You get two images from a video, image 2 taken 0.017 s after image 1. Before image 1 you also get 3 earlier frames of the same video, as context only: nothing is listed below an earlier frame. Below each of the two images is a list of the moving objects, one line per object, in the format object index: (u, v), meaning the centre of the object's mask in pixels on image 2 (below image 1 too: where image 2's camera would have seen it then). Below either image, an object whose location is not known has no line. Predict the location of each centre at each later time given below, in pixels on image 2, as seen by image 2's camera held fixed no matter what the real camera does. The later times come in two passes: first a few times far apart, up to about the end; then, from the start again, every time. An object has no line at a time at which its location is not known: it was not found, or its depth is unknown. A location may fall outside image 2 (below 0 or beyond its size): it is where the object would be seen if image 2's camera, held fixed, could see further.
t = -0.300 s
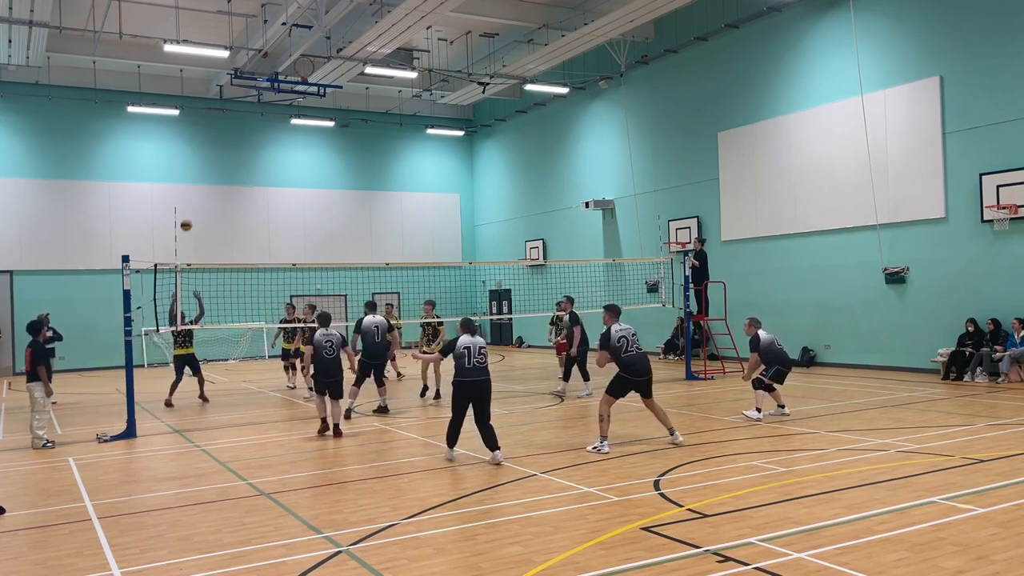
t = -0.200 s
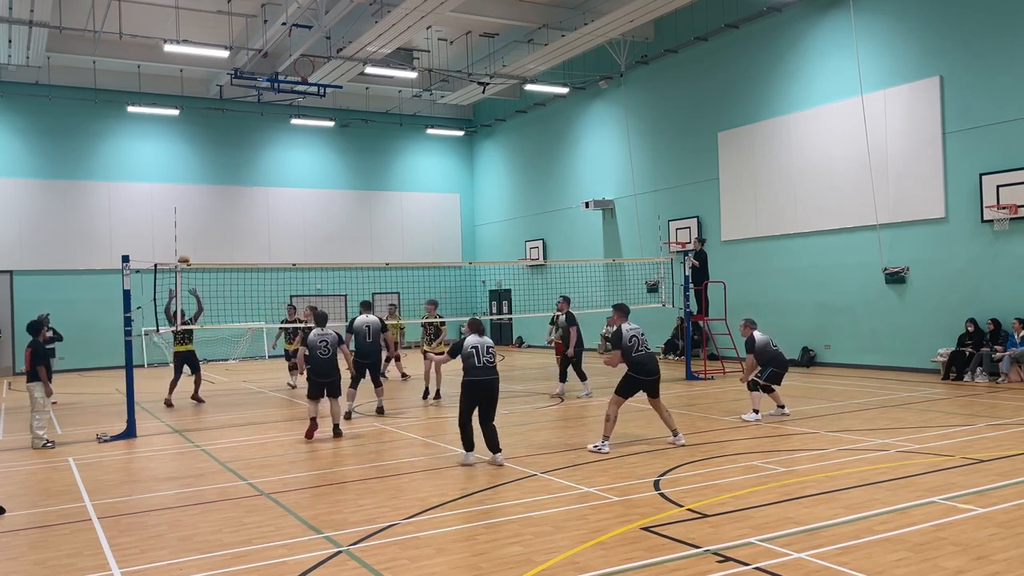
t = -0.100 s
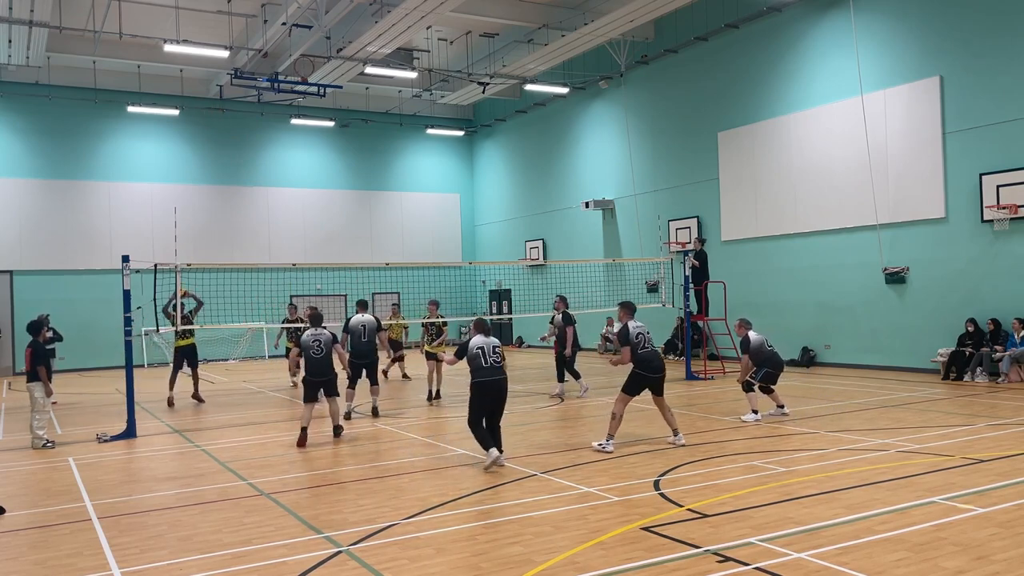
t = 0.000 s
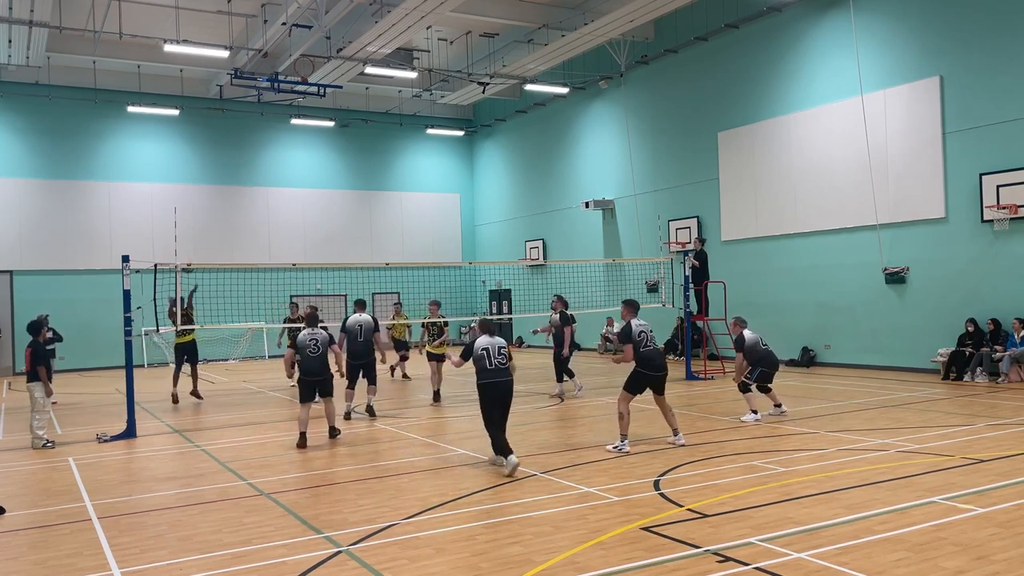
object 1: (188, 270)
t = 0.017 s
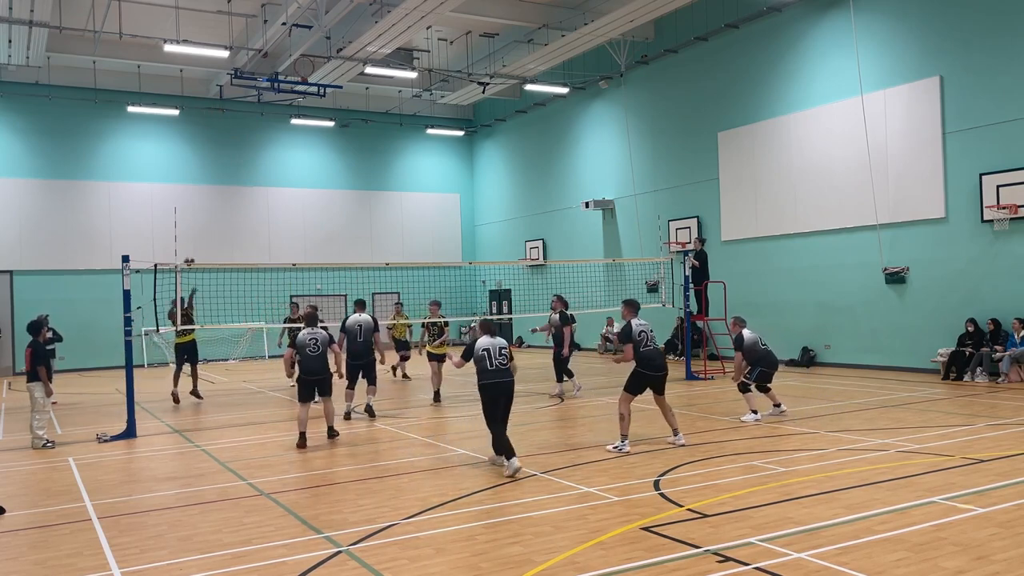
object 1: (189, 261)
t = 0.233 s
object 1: (212, 220)
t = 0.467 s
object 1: (245, 205)
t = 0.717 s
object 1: (293, 234)
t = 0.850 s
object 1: (325, 275)
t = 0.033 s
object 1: (191, 259)
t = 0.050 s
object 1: (192, 255)
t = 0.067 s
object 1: (194, 251)
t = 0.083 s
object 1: (196, 247)
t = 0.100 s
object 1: (198, 244)
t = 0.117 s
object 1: (200, 240)
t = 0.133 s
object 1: (201, 237)
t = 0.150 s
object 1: (203, 234)
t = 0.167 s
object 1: (205, 231)
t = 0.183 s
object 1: (207, 228)
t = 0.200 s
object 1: (208, 225)
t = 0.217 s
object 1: (210, 223)
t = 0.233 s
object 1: (212, 220)
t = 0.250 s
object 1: (214, 218)
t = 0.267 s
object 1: (216, 216)
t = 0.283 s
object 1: (219, 214)
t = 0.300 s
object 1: (221, 212)
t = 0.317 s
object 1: (223, 211)
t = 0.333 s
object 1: (225, 209)
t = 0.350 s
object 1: (227, 208)
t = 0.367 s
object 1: (229, 207)
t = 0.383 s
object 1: (232, 206)
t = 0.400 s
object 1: (234, 206)
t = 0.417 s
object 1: (237, 205)
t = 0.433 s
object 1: (239, 205)
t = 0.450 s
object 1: (242, 205)
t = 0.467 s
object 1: (245, 205)
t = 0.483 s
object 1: (247, 205)
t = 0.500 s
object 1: (250, 206)
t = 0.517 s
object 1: (253, 206)
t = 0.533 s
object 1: (256, 207)
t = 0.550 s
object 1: (259, 209)
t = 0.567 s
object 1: (262, 210)
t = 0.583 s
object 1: (265, 211)
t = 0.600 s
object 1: (268, 213)
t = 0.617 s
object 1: (271, 215)
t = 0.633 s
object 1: (275, 218)
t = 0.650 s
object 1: (278, 221)
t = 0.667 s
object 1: (282, 223)
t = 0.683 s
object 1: (285, 227)
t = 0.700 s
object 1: (289, 230)
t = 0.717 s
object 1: (293, 234)
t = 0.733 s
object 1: (296, 238)
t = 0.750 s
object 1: (300, 242)
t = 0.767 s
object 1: (304, 247)
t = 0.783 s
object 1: (308, 251)
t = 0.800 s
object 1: (312, 257)
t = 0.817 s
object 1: (316, 262)
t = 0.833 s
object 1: (320, 269)
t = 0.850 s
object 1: (325, 275)
